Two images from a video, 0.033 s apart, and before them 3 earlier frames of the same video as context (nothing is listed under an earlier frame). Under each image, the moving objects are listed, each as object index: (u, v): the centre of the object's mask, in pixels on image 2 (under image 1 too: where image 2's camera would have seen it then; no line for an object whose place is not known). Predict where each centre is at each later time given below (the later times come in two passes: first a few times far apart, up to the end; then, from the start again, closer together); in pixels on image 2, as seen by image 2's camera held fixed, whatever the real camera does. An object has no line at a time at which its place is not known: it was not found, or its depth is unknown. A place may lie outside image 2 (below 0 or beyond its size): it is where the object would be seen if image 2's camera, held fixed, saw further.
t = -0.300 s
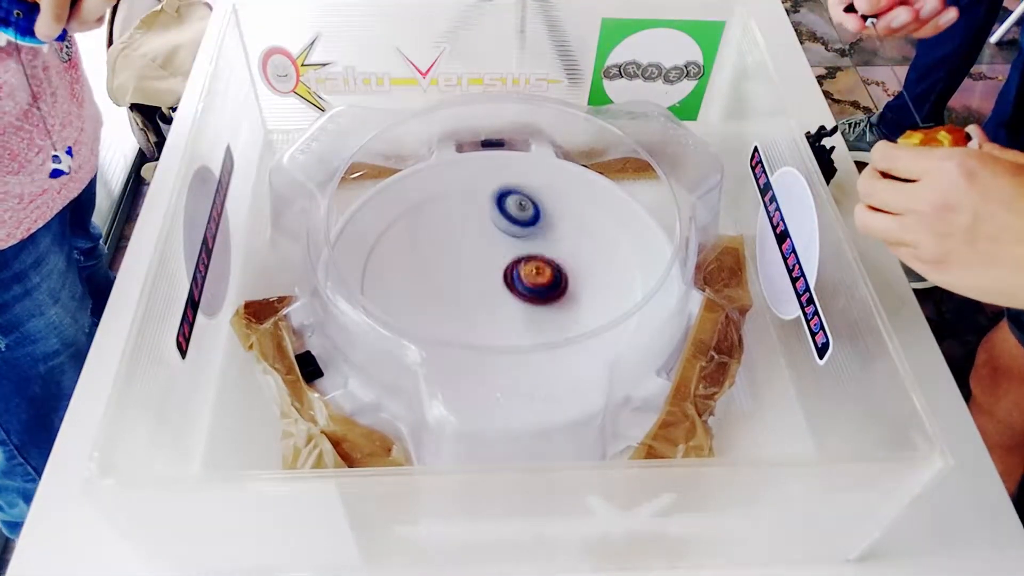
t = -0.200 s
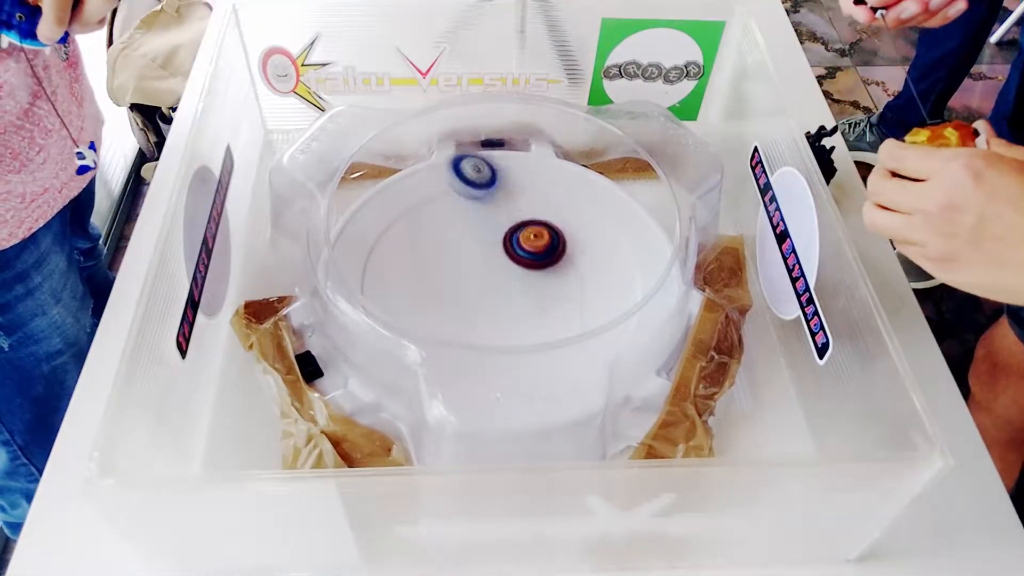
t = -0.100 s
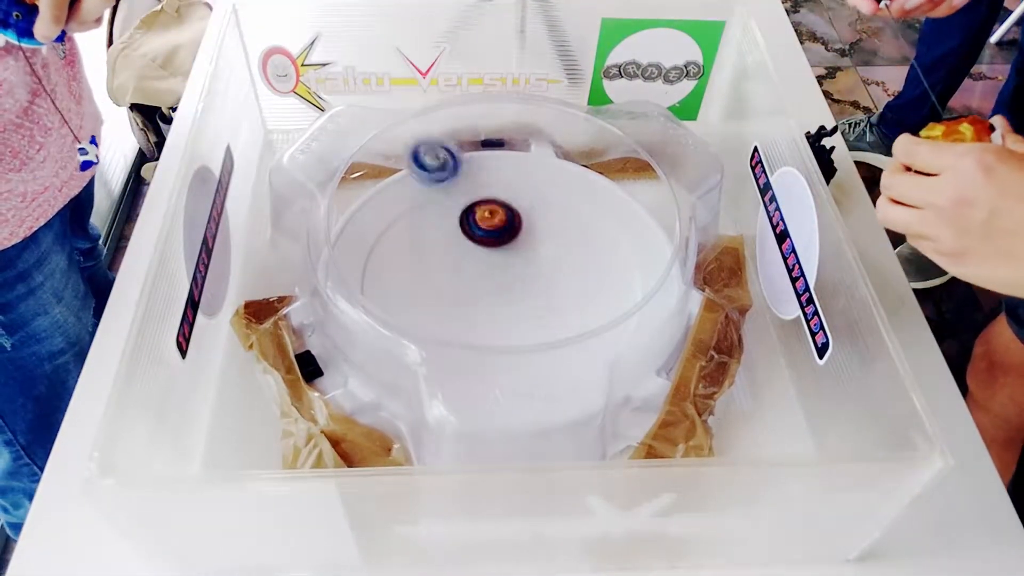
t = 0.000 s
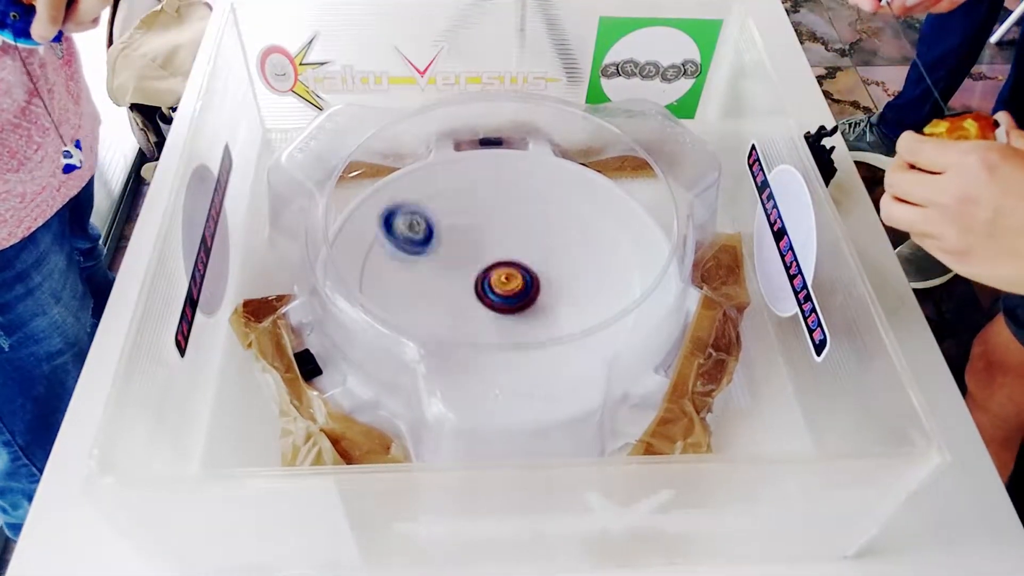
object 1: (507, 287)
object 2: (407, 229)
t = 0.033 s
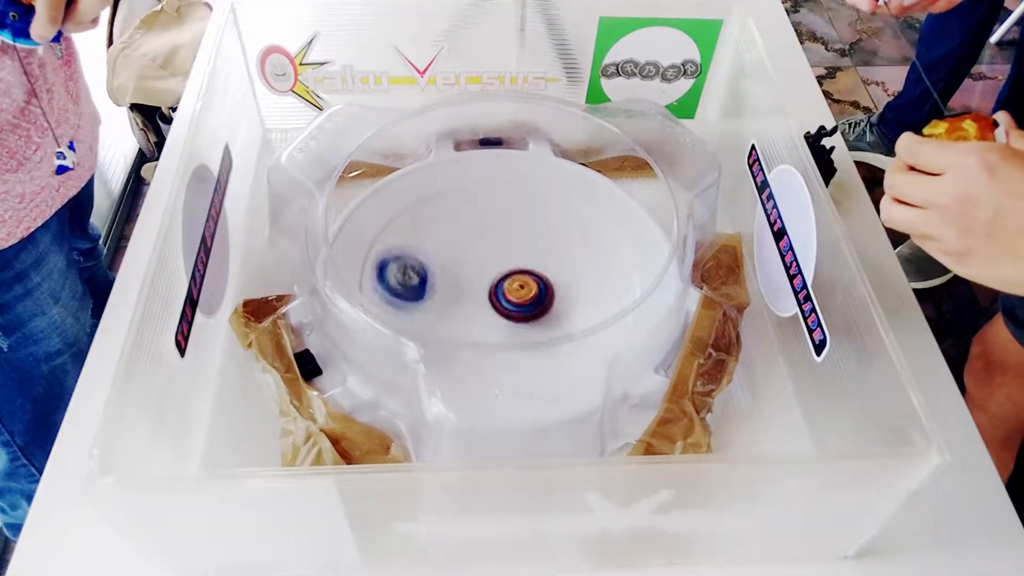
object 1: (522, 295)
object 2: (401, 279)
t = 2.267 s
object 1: (569, 272)
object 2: (428, 317)
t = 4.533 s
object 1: (438, 337)
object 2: (521, 311)
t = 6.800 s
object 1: (565, 287)
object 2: (441, 306)
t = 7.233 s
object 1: (525, 352)
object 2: (499, 276)
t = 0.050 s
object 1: (529, 299)
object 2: (402, 300)
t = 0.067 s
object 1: (538, 299)
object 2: (403, 302)
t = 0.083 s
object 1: (547, 298)
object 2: (407, 309)
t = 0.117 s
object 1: (563, 289)
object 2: (416, 330)
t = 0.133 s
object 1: (570, 283)
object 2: (420, 346)
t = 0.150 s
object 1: (574, 275)
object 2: (433, 362)
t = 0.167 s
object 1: (576, 267)
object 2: (445, 377)
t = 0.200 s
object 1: (572, 251)
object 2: (464, 371)
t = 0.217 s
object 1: (567, 244)
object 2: (476, 369)
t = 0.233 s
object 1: (559, 238)
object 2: (489, 366)
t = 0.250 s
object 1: (551, 234)
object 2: (502, 367)
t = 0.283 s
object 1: (529, 231)
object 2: (525, 357)
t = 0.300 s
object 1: (518, 232)
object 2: (536, 351)
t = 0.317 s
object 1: (507, 235)
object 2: (547, 347)
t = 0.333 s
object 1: (497, 239)
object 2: (556, 345)
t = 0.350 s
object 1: (488, 245)
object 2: (565, 336)
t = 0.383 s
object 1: (475, 260)
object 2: (579, 322)
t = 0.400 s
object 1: (471, 269)
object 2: (585, 317)
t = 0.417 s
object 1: (469, 278)
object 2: (587, 308)
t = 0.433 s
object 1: (470, 287)
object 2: (591, 301)
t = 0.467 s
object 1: (477, 305)
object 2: (595, 287)
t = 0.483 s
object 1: (484, 312)
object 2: (594, 279)
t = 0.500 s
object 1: (493, 318)
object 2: (593, 272)
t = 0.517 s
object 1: (504, 321)
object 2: (591, 265)
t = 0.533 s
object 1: (515, 323)
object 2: (588, 259)
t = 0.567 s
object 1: (539, 322)
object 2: (578, 246)
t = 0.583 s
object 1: (551, 320)
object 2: (572, 241)
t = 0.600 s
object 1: (563, 317)
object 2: (566, 236)
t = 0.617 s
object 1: (573, 313)
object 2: (560, 231)
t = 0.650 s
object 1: (589, 300)
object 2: (546, 225)
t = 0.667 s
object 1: (593, 292)
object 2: (538, 223)
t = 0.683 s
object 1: (594, 282)
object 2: (531, 221)
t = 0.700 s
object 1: (593, 273)
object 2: (523, 220)
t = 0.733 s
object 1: (584, 257)
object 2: (508, 220)
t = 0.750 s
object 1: (576, 250)
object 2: (501, 221)
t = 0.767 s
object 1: (567, 244)
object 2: (494, 223)
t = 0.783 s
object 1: (556, 240)
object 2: (487, 227)
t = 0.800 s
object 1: (551, 238)
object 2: (476, 229)
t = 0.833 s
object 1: (555, 237)
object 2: (434, 227)
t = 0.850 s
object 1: (554, 237)
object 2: (415, 226)
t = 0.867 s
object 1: (551, 236)
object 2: (397, 224)
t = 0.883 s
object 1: (547, 236)
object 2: (381, 223)
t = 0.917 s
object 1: (536, 239)
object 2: (366, 225)
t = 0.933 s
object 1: (531, 242)
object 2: (359, 228)
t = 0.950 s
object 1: (527, 247)
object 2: (353, 233)
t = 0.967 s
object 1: (524, 252)
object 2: (350, 240)
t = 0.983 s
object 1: (522, 258)
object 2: (348, 241)
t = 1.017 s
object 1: (523, 271)
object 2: (351, 240)
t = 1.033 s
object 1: (526, 276)
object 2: (356, 243)
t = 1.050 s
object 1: (531, 282)
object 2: (362, 247)
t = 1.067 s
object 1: (536, 286)
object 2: (370, 250)
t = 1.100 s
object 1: (550, 291)
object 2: (391, 254)
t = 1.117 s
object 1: (558, 292)
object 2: (402, 256)
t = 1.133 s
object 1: (566, 292)
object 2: (414, 258)
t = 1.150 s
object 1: (574, 290)
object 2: (427, 262)
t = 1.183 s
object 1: (586, 283)
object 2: (451, 265)
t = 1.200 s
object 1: (590, 278)
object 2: (463, 266)
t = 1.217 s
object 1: (593, 272)
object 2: (475, 267)
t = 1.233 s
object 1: (593, 267)
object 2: (488, 269)
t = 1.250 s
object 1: (592, 261)
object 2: (500, 270)
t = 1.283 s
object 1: (584, 250)
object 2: (522, 272)
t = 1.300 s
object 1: (591, 240)
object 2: (519, 274)
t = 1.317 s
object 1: (602, 229)
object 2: (513, 275)
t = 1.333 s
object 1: (611, 220)
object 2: (507, 278)
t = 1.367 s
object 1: (598, 209)
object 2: (493, 289)
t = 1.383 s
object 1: (587, 206)
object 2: (486, 298)
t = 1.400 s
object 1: (577, 206)
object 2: (480, 300)
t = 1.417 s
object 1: (566, 208)
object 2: (475, 300)
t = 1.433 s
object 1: (557, 210)
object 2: (468, 305)
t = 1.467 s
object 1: (544, 206)
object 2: (457, 314)
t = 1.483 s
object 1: (537, 207)
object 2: (451, 314)
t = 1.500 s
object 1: (530, 210)
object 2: (446, 315)
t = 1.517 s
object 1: (525, 213)
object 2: (441, 317)
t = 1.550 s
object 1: (516, 222)
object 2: (431, 317)
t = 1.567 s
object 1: (512, 228)
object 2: (426, 317)
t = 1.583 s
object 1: (510, 234)
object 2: (421, 320)
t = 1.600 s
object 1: (509, 241)
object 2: (418, 316)
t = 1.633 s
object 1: (512, 253)
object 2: (410, 315)
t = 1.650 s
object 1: (516, 259)
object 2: (407, 314)
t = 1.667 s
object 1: (520, 264)
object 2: (404, 313)
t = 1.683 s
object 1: (526, 270)
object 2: (402, 312)
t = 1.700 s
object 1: (533, 273)
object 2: (398, 310)
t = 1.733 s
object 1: (548, 279)
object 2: (394, 308)
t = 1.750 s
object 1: (556, 280)
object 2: (392, 307)
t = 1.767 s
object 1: (563, 280)
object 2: (391, 305)
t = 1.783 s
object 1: (571, 279)
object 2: (390, 304)
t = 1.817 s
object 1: (584, 274)
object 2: (389, 301)
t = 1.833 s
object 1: (590, 271)
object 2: (389, 300)
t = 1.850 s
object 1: (595, 267)
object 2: (389, 299)
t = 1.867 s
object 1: (598, 261)
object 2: (389, 297)
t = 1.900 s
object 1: (600, 251)
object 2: (392, 295)
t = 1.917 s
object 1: (599, 245)
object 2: (393, 294)
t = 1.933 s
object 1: (595, 240)
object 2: (396, 293)
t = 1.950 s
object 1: (591, 236)
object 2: (398, 292)
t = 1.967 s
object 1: (584, 233)
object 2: (401, 291)
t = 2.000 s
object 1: (569, 231)
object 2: (407, 289)
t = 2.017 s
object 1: (560, 231)
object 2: (411, 289)
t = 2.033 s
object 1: (551, 234)
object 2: (416, 288)
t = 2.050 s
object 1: (543, 237)
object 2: (421, 288)
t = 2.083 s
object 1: (529, 246)
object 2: (431, 288)
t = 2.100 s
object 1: (523, 252)
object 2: (436, 289)
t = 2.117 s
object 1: (518, 258)
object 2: (443, 290)
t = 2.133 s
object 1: (514, 266)
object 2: (448, 291)
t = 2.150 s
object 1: (514, 272)
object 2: (453, 293)
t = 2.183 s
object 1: (534, 275)
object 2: (443, 299)
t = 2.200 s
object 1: (544, 276)
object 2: (438, 306)
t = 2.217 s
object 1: (551, 275)
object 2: (435, 308)
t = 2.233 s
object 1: (558, 275)
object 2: (432, 311)
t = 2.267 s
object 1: (569, 272)
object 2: (428, 317)
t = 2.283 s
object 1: (574, 270)
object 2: (427, 318)
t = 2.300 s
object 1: (578, 266)
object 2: (425, 319)
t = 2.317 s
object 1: (582, 262)
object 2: (423, 320)
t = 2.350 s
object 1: (584, 253)
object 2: (420, 321)
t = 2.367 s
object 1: (583, 248)
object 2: (417, 321)
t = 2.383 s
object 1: (580, 244)
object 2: (415, 320)
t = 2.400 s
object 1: (576, 240)
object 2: (413, 319)
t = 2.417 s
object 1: (570, 238)
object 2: (410, 318)
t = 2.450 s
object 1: (557, 235)
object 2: (406, 316)
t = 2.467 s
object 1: (550, 236)
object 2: (403, 314)
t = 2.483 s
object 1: (542, 238)
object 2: (402, 312)
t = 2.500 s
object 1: (535, 241)
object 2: (402, 311)
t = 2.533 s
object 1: (522, 250)
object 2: (402, 306)
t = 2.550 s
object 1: (517, 256)
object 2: (404, 305)
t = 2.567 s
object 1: (514, 262)
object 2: (409, 304)
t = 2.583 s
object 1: (511, 268)
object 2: (415, 302)
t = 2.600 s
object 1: (509, 274)
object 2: (420, 301)
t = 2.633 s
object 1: (510, 287)
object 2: (434, 297)
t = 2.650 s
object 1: (512, 294)
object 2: (442, 295)
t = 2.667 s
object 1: (517, 297)
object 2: (445, 292)
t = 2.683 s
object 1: (523, 302)
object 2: (449, 290)
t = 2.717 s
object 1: (536, 311)
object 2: (457, 287)
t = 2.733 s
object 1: (543, 314)
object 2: (461, 285)
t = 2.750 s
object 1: (549, 314)
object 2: (467, 284)
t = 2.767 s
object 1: (556, 314)
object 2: (473, 283)
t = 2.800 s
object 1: (569, 312)
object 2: (483, 282)
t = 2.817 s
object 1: (575, 310)
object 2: (488, 282)
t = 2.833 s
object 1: (581, 308)
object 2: (495, 282)
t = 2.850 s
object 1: (586, 305)
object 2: (501, 283)
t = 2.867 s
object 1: (590, 301)
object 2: (506, 284)
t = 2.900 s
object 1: (594, 291)
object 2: (516, 285)
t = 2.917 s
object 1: (594, 286)
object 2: (522, 287)
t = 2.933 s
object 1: (609, 278)
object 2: (512, 288)
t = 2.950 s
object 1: (624, 270)
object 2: (498, 289)
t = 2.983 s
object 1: (630, 255)
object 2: (471, 289)
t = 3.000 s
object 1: (625, 249)
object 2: (458, 288)
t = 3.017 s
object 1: (618, 246)
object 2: (444, 288)
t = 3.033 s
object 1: (613, 243)
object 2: (432, 287)
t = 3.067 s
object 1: (607, 231)
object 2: (412, 284)
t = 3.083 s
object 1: (604, 228)
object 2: (404, 283)
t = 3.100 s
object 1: (600, 225)
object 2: (396, 280)
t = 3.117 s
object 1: (594, 221)
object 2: (389, 278)
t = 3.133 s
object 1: (587, 219)
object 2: (385, 276)
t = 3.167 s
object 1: (573, 218)
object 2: (380, 272)
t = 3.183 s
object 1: (566, 218)
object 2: (379, 270)
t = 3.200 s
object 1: (558, 220)
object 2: (379, 268)
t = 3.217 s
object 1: (551, 222)
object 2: (380, 266)
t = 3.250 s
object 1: (537, 230)
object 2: (385, 262)
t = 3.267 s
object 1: (531, 235)
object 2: (389, 259)
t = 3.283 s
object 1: (526, 240)
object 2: (393, 257)
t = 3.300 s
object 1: (521, 246)
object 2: (401, 253)
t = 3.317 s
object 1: (517, 252)
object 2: (406, 251)
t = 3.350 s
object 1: (512, 264)
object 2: (421, 246)
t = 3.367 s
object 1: (510, 271)
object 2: (430, 243)
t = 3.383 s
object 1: (510, 278)
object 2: (438, 242)
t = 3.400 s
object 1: (511, 285)
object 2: (447, 239)
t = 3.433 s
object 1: (514, 297)
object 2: (463, 237)
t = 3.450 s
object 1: (517, 303)
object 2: (470, 236)
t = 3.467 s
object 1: (521, 309)
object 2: (479, 236)
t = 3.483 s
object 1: (525, 314)
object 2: (485, 236)
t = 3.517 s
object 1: (536, 320)
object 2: (499, 238)
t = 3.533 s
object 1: (541, 321)
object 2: (506, 239)
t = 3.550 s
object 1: (548, 322)
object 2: (513, 239)
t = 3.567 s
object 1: (556, 329)
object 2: (517, 241)
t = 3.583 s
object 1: (562, 329)
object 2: (523, 243)
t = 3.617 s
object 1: (577, 329)
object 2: (533, 246)
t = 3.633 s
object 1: (584, 327)
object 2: (538, 248)
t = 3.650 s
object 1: (590, 324)
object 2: (543, 251)
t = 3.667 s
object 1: (595, 321)
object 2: (547, 254)
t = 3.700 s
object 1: (603, 313)
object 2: (555, 259)
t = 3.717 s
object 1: (604, 308)
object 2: (559, 262)
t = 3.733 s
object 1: (604, 303)
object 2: (562, 265)
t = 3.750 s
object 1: (619, 312)
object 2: (552, 257)
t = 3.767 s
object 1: (631, 315)
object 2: (532, 239)
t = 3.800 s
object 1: (630, 313)
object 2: (494, 201)
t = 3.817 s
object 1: (616, 309)
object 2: (476, 183)
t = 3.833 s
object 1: (602, 307)
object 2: (458, 162)
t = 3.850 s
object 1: (589, 308)
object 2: (449, 158)
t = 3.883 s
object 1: (562, 316)
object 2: (447, 192)
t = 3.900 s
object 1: (549, 319)
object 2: (445, 211)
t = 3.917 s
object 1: (543, 316)
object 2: (443, 237)
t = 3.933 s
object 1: (537, 313)
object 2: (442, 254)
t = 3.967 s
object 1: (524, 312)
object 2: (442, 288)
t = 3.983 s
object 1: (518, 314)
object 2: (443, 304)
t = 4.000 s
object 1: (513, 314)
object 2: (445, 315)
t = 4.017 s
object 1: (509, 315)
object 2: (450, 331)
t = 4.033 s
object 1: (505, 317)
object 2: (450, 346)
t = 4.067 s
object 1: (498, 320)
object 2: (453, 374)
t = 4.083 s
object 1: (496, 322)
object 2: (459, 375)
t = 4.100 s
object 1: (493, 323)
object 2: (462, 374)
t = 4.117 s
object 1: (488, 324)
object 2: (468, 380)
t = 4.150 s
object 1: (479, 326)
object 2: (478, 394)
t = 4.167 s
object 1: (474, 327)
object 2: (485, 397)
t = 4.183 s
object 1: (470, 328)
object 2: (490, 395)
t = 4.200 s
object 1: (462, 336)
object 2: (495, 394)
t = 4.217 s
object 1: (457, 340)
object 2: (503, 395)
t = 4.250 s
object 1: (449, 343)
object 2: (510, 394)
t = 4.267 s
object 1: (446, 345)
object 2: (515, 393)
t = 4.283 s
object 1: (444, 346)
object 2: (519, 393)
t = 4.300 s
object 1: (442, 348)
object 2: (521, 388)
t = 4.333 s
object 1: (439, 354)
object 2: (526, 380)
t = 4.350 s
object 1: (441, 353)
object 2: (527, 374)
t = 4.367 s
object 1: (444, 351)
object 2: (529, 371)
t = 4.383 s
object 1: (448, 351)
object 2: (531, 369)
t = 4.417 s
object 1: (451, 349)
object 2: (529, 351)
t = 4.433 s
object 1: (451, 348)
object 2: (528, 346)
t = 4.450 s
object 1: (451, 347)
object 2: (527, 341)
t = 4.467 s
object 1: (449, 345)
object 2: (527, 333)
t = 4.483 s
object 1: (447, 344)
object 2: (525, 326)
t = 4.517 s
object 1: (441, 340)
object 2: (524, 319)
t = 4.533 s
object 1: (438, 337)
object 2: (521, 311)
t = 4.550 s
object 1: (435, 335)
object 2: (519, 303)
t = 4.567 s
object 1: (431, 332)
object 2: (517, 296)
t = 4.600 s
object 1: (424, 326)
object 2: (513, 282)
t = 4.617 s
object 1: (421, 324)
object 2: (512, 275)
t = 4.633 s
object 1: (417, 321)
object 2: (511, 269)
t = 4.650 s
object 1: (413, 319)
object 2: (507, 263)
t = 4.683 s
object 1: (406, 315)
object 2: (504, 253)
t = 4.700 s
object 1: (403, 312)
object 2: (503, 248)
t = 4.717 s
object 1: (400, 310)
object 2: (501, 244)
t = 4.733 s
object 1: (396, 308)
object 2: (501, 241)
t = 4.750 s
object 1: (394, 305)
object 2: (500, 238)
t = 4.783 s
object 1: (388, 301)
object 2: (500, 234)
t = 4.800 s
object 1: (385, 299)
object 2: (501, 233)
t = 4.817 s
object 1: (383, 297)
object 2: (502, 232)
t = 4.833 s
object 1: (381, 294)
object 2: (503, 231)
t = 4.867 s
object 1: (376, 290)
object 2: (506, 231)
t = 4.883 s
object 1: (375, 288)
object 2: (509, 231)
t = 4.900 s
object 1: (374, 285)
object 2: (511, 232)
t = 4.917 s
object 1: (373, 283)
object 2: (514, 232)
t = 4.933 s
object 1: (372, 282)
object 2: (517, 232)
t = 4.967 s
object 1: (372, 279)
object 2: (523, 233)
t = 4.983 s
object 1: (375, 275)
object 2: (527, 234)
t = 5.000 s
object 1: (375, 274)
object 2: (531, 235)
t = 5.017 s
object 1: (376, 273)
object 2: (535, 236)
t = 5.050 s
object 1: (378, 270)
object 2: (543, 239)
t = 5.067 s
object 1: (380, 268)
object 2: (546, 240)
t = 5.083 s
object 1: (382, 266)
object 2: (550, 242)
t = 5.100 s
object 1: (385, 264)
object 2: (553, 245)
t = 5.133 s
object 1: (390, 260)
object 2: (560, 249)
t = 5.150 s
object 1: (393, 258)
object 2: (562, 252)
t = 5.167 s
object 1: (395, 256)
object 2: (564, 254)
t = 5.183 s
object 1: (398, 254)
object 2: (565, 257)
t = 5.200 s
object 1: (401, 251)
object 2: (566, 260)
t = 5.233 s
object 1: (406, 246)
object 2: (566, 267)
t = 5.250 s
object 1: (409, 244)
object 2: (566, 271)
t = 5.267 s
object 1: (411, 241)
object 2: (566, 274)
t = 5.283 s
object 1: (414, 238)
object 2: (564, 278)
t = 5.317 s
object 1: (419, 233)
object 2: (561, 284)
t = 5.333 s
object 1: (421, 230)
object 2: (557, 288)
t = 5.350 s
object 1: (424, 227)
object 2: (555, 292)
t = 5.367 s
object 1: (426, 225)
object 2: (550, 295)
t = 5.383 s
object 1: (428, 222)
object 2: (546, 297)
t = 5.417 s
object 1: (432, 217)
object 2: (538, 302)
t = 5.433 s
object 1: (434, 215)
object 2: (533, 303)
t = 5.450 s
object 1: (436, 212)
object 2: (528, 305)
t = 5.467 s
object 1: (438, 210)
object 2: (523, 305)
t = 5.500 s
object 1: (442, 206)
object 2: (513, 307)
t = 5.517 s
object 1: (444, 204)
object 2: (508, 307)
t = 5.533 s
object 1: (446, 202)
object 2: (503, 307)
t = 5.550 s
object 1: (447, 201)
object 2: (498, 307)
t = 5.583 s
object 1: (451, 198)
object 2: (488, 304)
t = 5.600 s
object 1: (453, 197)
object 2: (484, 303)
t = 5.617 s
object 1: (455, 196)
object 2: (479, 301)
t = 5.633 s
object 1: (457, 196)
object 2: (475, 299)
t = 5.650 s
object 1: (459, 196)
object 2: (470, 298)
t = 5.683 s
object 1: (464, 196)
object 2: (462, 296)
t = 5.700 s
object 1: (466, 197)
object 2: (461, 296)
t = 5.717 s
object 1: (468, 197)
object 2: (456, 293)
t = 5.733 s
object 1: (471, 198)
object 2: (453, 290)
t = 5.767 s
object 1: (477, 200)
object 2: (446, 284)
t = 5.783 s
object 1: (480, 201)
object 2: (444, 281)
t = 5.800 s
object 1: (484, 202)
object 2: (441, 278)
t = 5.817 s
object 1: (487, 203)
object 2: (439, 275)
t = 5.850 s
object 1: (494, 205)
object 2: (436, 270)
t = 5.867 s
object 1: (497, 206)
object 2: (435, 267)
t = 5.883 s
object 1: (500, 207)
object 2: (434, 264)
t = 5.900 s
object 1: (503, 208)
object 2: (433, 260)
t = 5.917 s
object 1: (507, 209)
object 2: (433, 258)
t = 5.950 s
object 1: (514, 211)
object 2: (433, 250)
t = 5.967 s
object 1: (517, 212)
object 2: (434, 247)
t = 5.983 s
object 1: (520, 213)
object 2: (435, 244)
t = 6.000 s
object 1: (524, 215)
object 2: (436, 243)
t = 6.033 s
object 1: (531, 217)
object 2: (441, 237)
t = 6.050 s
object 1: (534, 218)
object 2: (444, 234)
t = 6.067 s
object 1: (537, 219)
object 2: (446, 232)
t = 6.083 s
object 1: (540, 220)
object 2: (450, 231)
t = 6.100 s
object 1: (543, 221)
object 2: (453, 229)
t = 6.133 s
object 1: (549, 223)
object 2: (462, 228)
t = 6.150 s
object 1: (552, 224)
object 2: (466, 228)
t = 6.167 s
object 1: (554, 226)
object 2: (470, 228)
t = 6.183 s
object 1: (557, 227)
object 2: (475, 228)
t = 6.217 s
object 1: (561, 229)
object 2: (484, 230)
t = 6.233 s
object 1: (563, 230)
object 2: (488, 232)
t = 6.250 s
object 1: (565, 232)
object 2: (492, 234)
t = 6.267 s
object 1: (567, 233)
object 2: (496, 236)
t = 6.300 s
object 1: (570, 236)
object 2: (505, 241)
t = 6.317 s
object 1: (574, 238)
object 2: (505, 245)
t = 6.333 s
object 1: (579, 237)
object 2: (502, 248)
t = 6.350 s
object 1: (584, 238)
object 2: (500, 250)
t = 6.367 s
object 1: (587, 237)
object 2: (499, 254)
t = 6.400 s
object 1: (593, 237)
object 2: (498, 263)
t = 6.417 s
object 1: (595, 237)
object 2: (496, 266)
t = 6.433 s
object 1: (597, 237)
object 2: (496, 270)
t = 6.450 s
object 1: (598, 236)
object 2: (495, 272)
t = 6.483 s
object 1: (600, 237)
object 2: (493, 279)
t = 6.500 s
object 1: (601, 238)
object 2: (492, 283)
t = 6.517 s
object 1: (599, 239)
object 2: (490, 285)
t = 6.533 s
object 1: (598, 240)
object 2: (489, 288)
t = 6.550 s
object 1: (596, 242)
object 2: (486, 290)
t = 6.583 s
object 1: (593, 245)
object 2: (481, 294)
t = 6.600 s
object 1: (590, 248)
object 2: (478, 297)
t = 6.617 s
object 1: (588, 251)
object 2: (476, 299)
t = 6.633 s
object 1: (585, 254)
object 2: (473, 301)
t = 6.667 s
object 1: (581, 260)
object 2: (468, 304)
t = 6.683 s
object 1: (579, 263)
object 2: (465, 304)
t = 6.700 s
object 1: (577, 266)
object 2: (462, 305)
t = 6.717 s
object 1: (575, 270)
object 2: (459, 305)
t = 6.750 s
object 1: (571, 277)
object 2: (452, 307)
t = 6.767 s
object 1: (569, 280)
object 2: (448, 306)
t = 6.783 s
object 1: (568, 283)
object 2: (444, 306)
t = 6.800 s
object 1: (565, 287)
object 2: (441, 306)
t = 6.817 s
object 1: (563, 290)
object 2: (438, 304)
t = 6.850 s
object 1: (559, 297)
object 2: (433, 301)
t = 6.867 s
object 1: (558, 300)
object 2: (431, 298)
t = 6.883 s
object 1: (555, 304)
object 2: (429, 295)
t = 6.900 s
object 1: (554, 307)
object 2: (429, 292)
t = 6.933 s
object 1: (550, 313)
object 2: (430, 287)
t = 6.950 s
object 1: (549, 316)
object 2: (431, 284)
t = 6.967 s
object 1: (546, 318)
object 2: (434, 282)
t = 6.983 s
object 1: (545, 320)
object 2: (437, 280)
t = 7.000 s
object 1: (543, 322)
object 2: (441, 279)
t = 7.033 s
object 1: (541, 325)
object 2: (449, 275)
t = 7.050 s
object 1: (539, 333)
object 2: (452, 274)
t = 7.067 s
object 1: (538, 335)
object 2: (456, 272)
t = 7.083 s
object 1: (536, 339)
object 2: (461, 272)
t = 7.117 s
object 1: (534, 343)
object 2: (471, 272)
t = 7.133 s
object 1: (533, 344)
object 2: (475, 273)
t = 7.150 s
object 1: (532, 346)
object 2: (479, 274)
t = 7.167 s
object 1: (530, 348)
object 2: (483, 274)
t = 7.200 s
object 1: (528, 350)
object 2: (490, 274)
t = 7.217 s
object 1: (526, 351)
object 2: (495, 274)
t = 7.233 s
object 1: (525, 352)
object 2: (499, 276)
